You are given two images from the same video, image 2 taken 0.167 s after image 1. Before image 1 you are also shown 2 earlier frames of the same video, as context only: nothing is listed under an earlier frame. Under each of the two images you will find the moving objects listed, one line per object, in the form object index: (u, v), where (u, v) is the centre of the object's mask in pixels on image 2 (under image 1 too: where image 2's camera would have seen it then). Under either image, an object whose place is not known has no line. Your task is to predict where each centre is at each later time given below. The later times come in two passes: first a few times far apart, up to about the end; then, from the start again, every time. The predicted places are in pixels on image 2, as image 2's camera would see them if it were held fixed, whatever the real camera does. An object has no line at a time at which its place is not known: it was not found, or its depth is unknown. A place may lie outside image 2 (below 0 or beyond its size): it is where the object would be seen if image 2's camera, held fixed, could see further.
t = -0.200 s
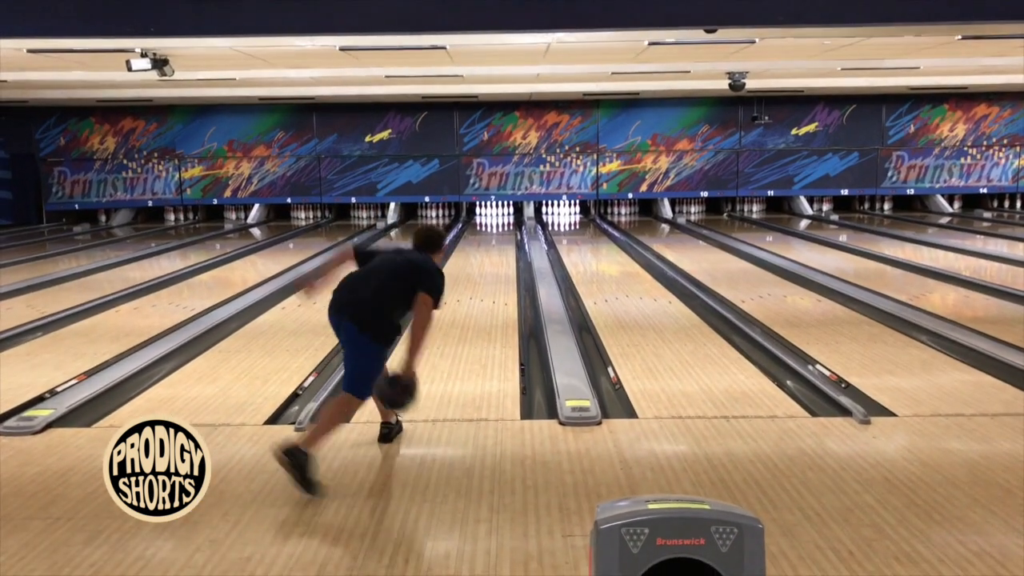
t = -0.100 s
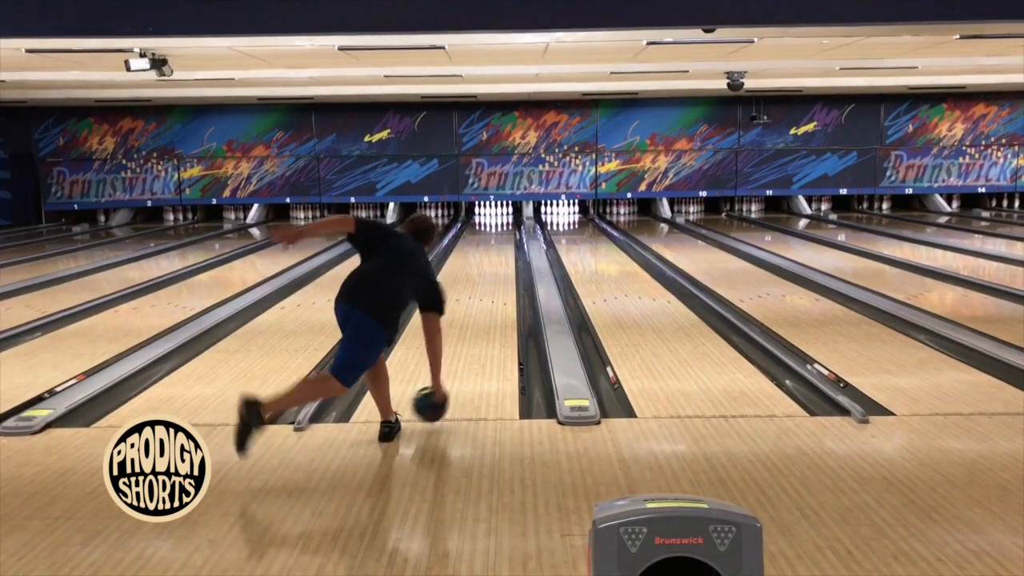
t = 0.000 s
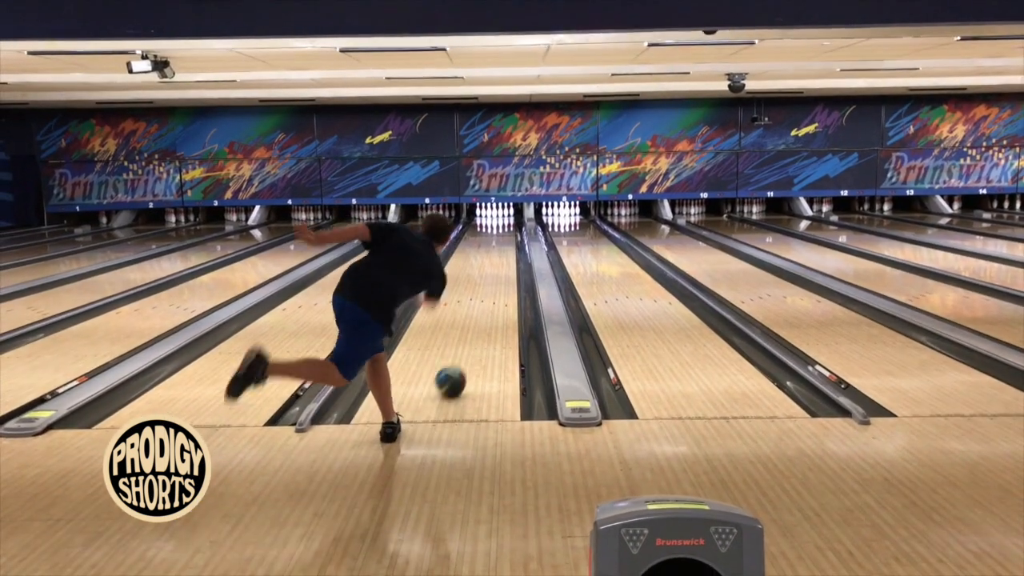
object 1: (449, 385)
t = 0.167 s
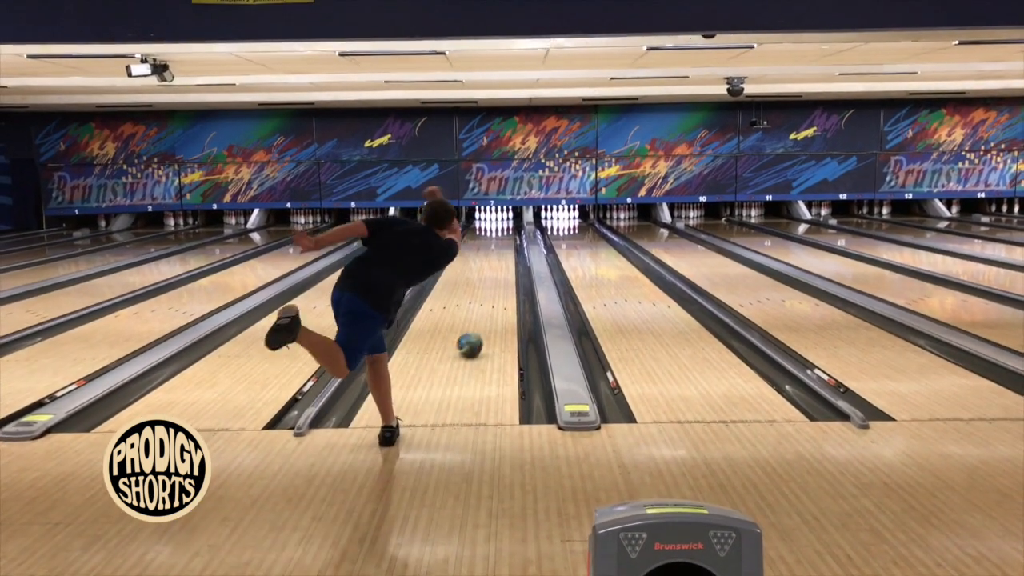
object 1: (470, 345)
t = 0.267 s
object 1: (478, 327)
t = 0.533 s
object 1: (494, 292)
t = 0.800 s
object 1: (504, 271)
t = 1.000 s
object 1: (508, 258)
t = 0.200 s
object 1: (472, 338)
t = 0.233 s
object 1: (475, 332)
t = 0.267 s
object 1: (478, 327)
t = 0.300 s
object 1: (481, 321)
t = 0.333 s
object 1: (483, 316)
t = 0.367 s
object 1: (485, 312)
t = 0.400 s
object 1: (487, 307)
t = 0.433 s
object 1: (489, 303)
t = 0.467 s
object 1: (491, 299)
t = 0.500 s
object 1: (493, 296)
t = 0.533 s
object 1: (494, 292)
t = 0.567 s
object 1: (496, 289)
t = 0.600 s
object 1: (497, 286)
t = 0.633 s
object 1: (498, 284)
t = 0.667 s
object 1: (500, 281)
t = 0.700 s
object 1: (501, 278)
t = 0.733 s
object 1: (502, 275)
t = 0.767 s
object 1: (503, 273)
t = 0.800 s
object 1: (504, 271)
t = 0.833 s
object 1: (505, 268)
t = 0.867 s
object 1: (505, 266)
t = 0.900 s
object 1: (506, 264)
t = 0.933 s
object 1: (507, 262)
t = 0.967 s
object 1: (508, 260)
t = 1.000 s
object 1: (508, 258)
